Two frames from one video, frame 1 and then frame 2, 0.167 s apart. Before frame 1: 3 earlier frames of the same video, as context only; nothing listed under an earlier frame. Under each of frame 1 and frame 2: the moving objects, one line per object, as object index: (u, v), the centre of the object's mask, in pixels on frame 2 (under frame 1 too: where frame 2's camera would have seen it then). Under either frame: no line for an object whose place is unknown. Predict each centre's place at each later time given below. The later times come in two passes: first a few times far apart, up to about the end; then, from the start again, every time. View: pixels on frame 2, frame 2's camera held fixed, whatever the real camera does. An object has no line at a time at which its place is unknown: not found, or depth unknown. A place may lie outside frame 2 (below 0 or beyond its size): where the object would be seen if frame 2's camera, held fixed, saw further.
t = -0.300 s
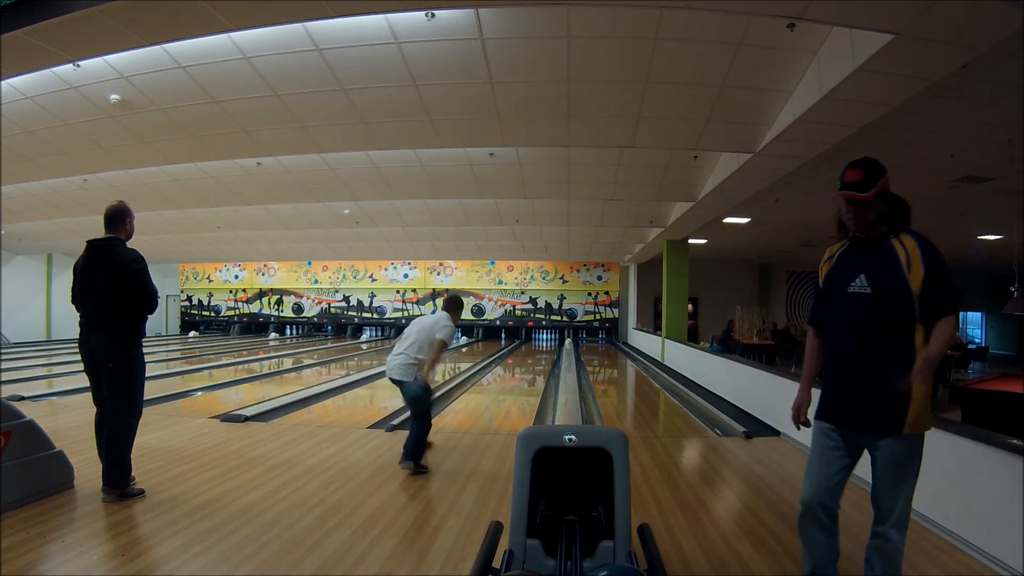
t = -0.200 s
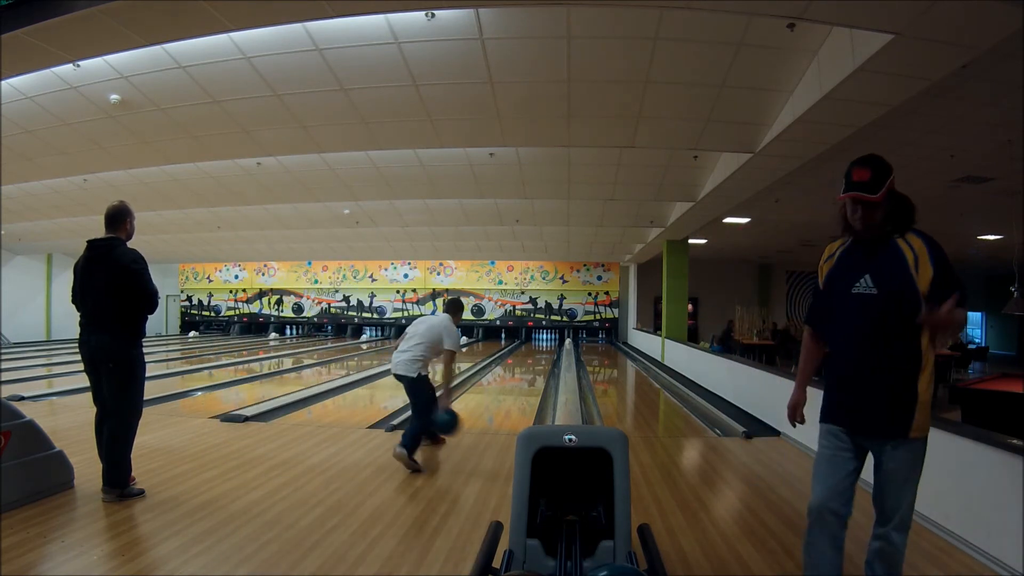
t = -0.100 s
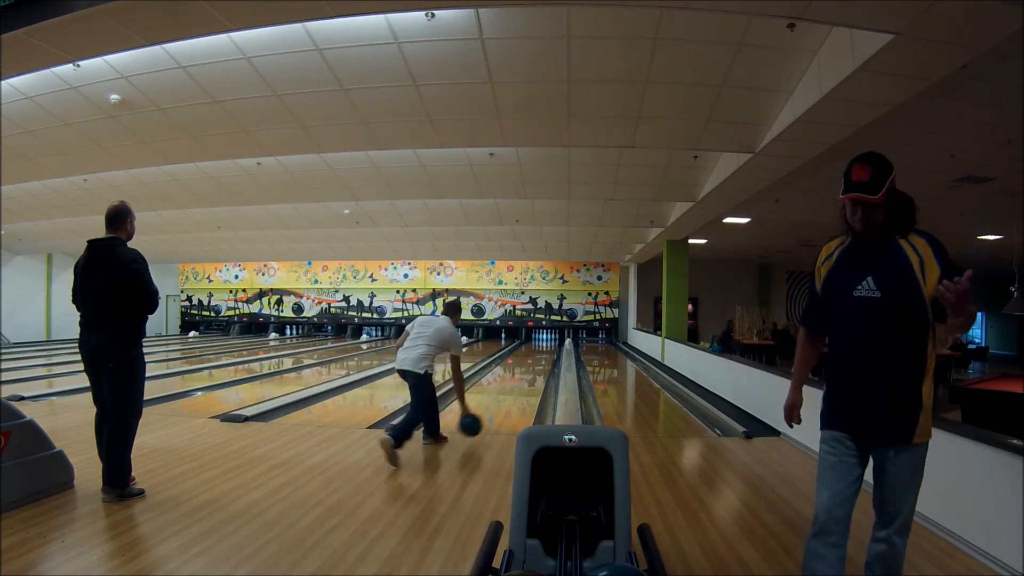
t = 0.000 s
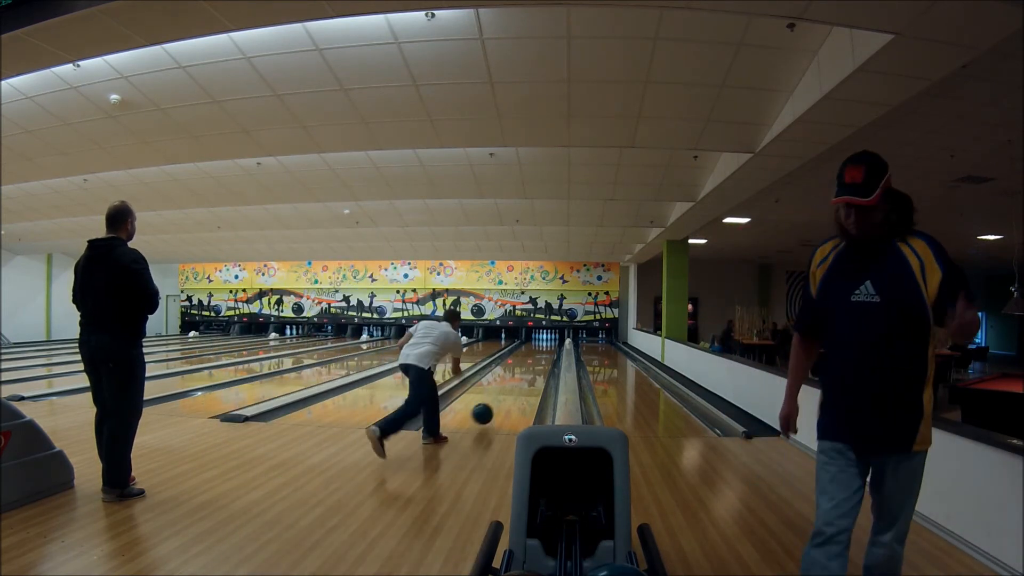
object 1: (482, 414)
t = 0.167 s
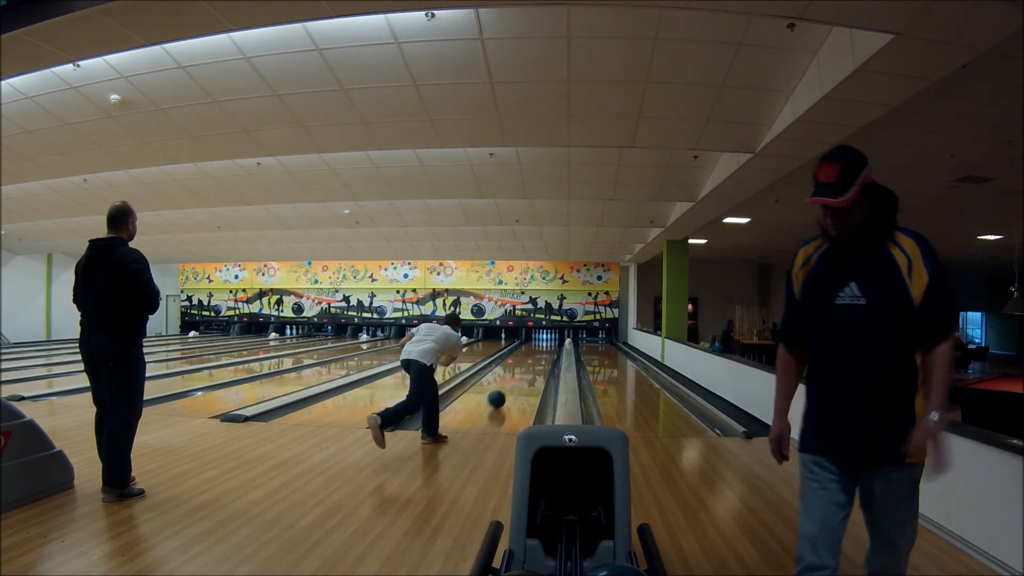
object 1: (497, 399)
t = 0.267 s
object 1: (503, 391)
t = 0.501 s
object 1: (514, 377)
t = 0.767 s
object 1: (523, 366)
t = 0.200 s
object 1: (499, 397)
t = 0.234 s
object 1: (501, 394)
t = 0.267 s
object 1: (503, 391)
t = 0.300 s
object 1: (505, 389)
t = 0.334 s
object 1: (507, 387)
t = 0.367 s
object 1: (508, 385)
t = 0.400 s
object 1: (510, 382)
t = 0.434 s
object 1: (512, 381)
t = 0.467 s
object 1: (513, 379)
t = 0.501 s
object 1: (514, 377)
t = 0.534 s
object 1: (516, 375)
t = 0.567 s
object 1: (517, 374)
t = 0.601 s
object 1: (518, 372)
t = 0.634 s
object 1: (519, 371)
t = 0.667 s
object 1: (520, 370)
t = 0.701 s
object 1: (521, 368)
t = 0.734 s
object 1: (522, 367)
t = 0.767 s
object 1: (523, 366)
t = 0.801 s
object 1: (524, 365)
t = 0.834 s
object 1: (525, 364)
